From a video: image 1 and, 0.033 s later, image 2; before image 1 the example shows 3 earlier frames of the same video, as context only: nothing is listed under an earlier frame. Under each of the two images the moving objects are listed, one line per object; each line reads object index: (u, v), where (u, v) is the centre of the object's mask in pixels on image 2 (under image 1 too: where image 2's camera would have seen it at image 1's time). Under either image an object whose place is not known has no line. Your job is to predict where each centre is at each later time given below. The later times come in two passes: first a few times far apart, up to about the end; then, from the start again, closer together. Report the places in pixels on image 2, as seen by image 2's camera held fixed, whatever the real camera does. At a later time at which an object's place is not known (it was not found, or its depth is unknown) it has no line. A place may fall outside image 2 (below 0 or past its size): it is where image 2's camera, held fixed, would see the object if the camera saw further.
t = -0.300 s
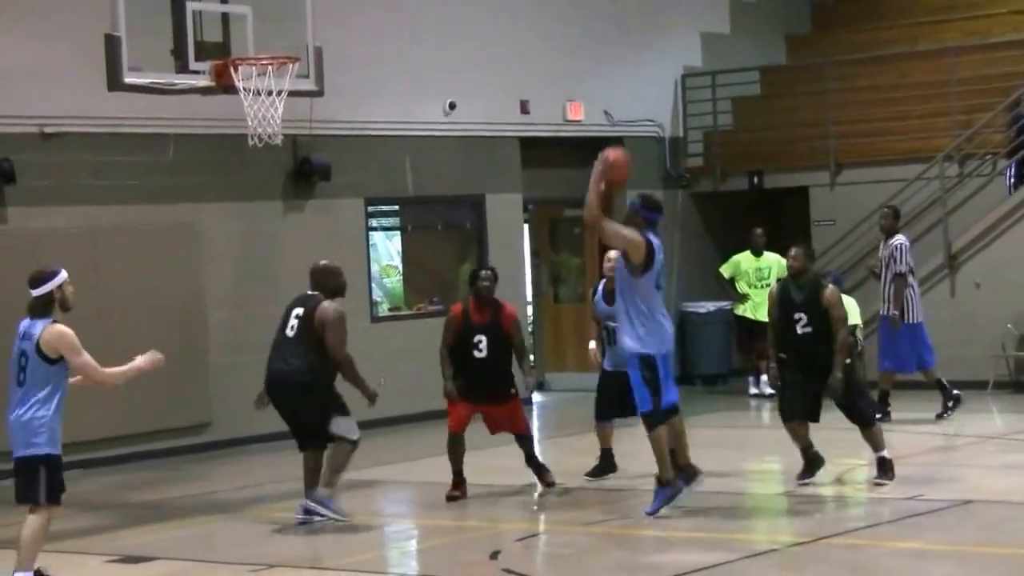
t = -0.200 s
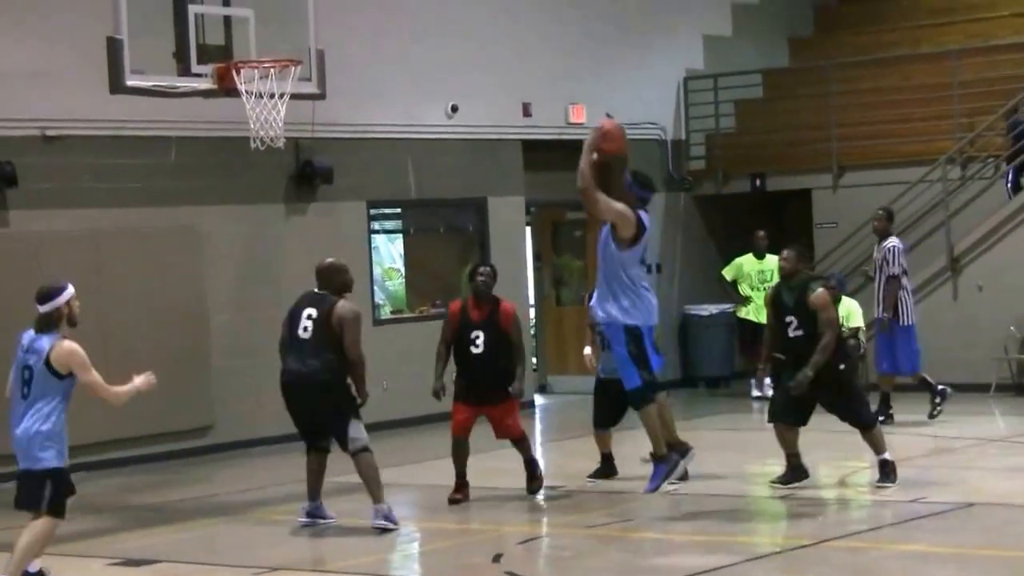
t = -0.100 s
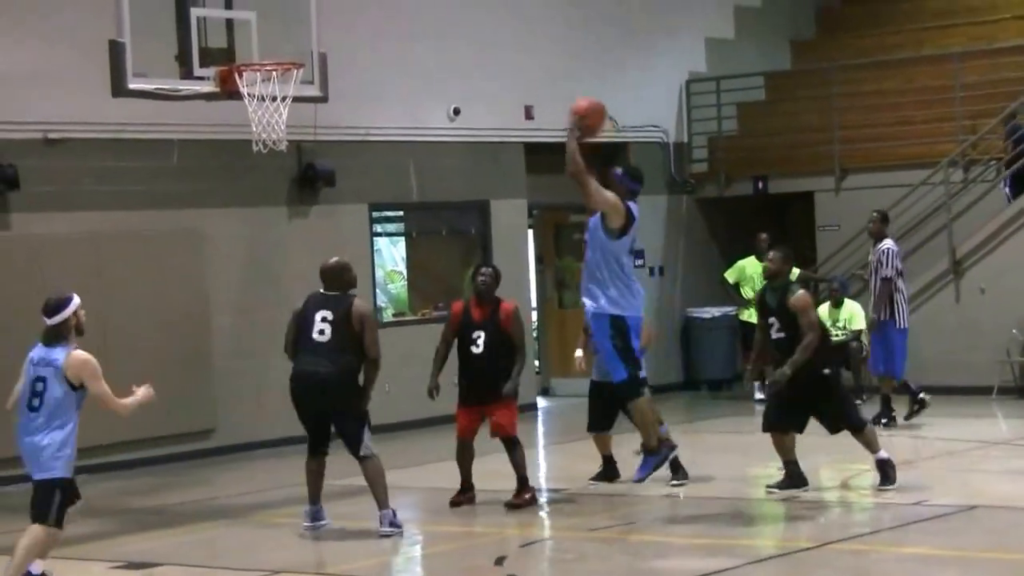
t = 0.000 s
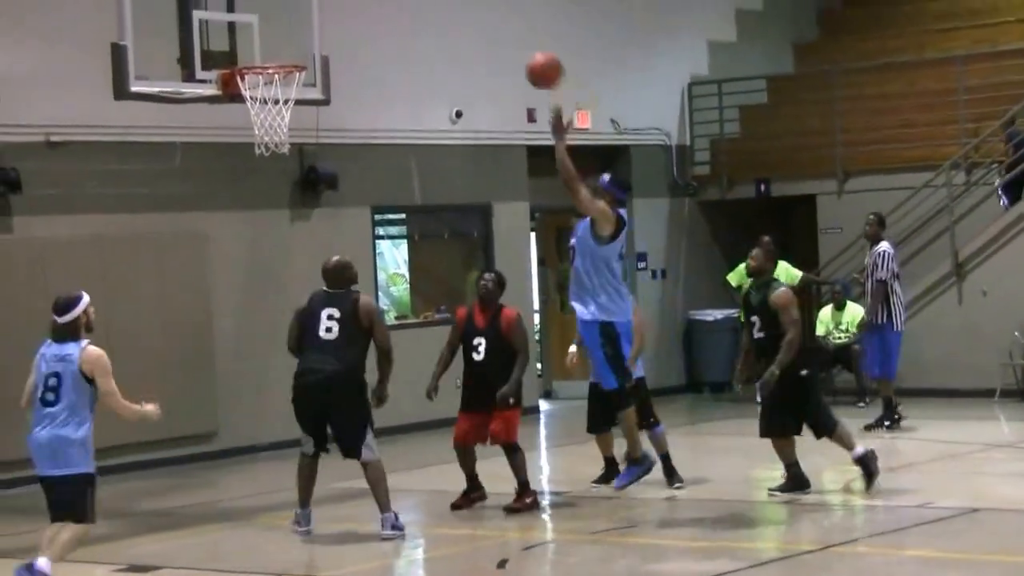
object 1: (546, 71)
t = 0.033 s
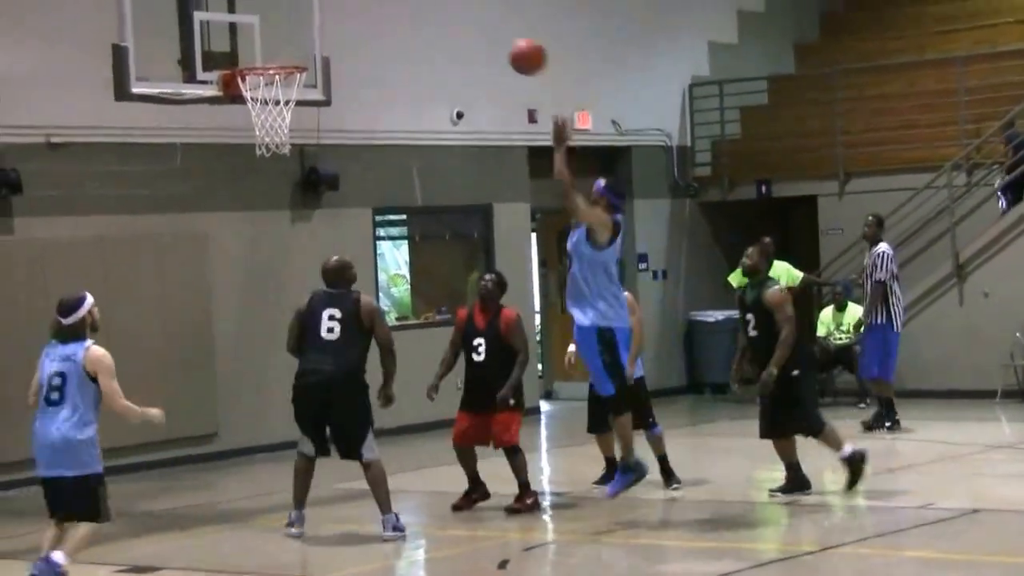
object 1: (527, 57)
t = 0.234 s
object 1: (429, 8)
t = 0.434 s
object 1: (336, 15)
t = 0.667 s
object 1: (258, 93)
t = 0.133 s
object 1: (477, 23)
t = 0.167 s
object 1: (461, 15)
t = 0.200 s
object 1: (445, 11)
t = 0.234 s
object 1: (429, 8)
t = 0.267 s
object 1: (413, 6)
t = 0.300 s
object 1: (396, 5)
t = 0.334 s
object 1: (381, 5)
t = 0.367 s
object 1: (366, 6)
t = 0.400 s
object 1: (351, 9)
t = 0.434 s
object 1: (336, 15)
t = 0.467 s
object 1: (321, 22)
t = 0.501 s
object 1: (306, 31)
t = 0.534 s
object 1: (292, 41)
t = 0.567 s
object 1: (278, 51)
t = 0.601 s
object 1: (263, 58)
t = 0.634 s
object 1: (254, 85)
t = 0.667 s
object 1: (258, 93)
